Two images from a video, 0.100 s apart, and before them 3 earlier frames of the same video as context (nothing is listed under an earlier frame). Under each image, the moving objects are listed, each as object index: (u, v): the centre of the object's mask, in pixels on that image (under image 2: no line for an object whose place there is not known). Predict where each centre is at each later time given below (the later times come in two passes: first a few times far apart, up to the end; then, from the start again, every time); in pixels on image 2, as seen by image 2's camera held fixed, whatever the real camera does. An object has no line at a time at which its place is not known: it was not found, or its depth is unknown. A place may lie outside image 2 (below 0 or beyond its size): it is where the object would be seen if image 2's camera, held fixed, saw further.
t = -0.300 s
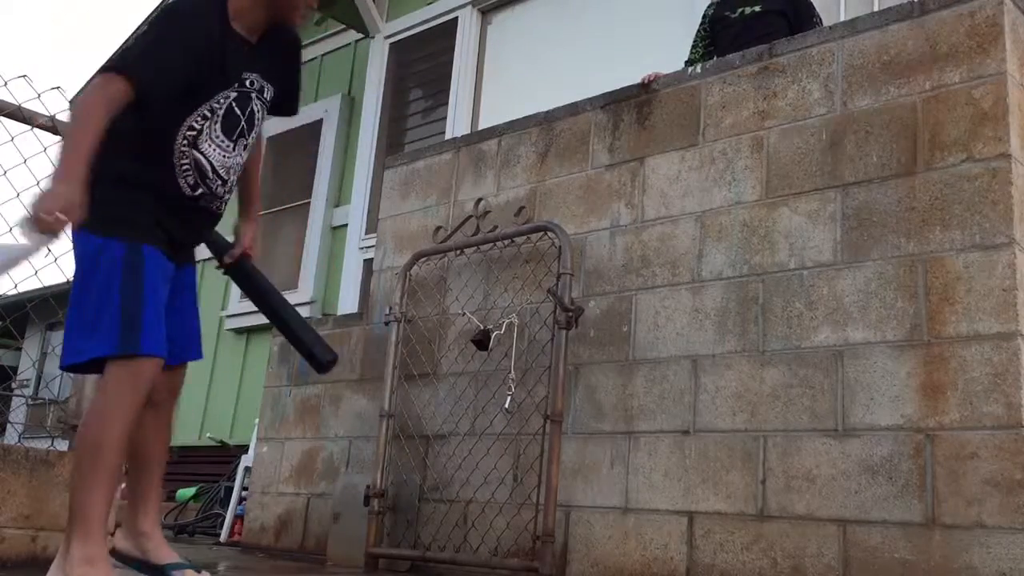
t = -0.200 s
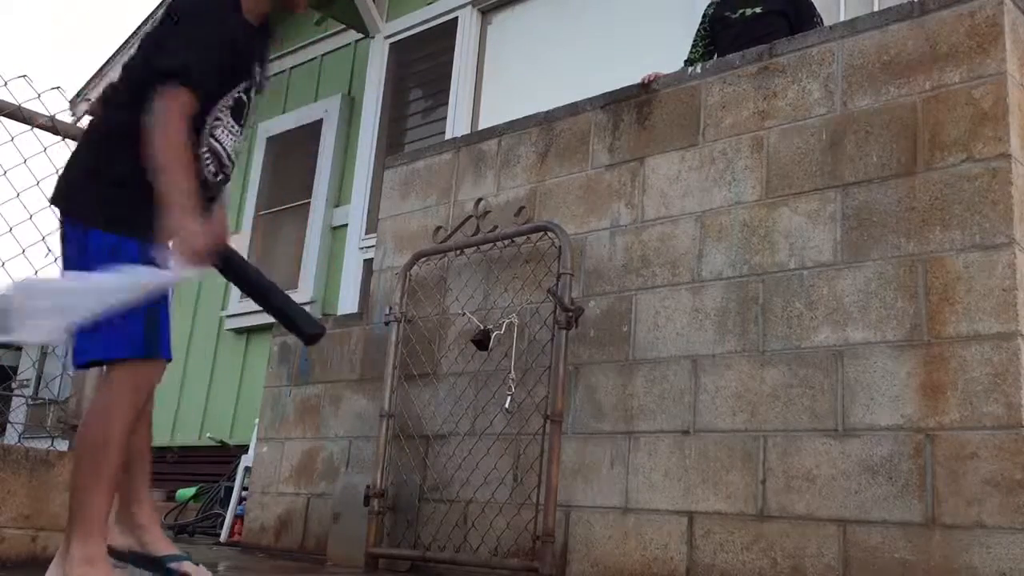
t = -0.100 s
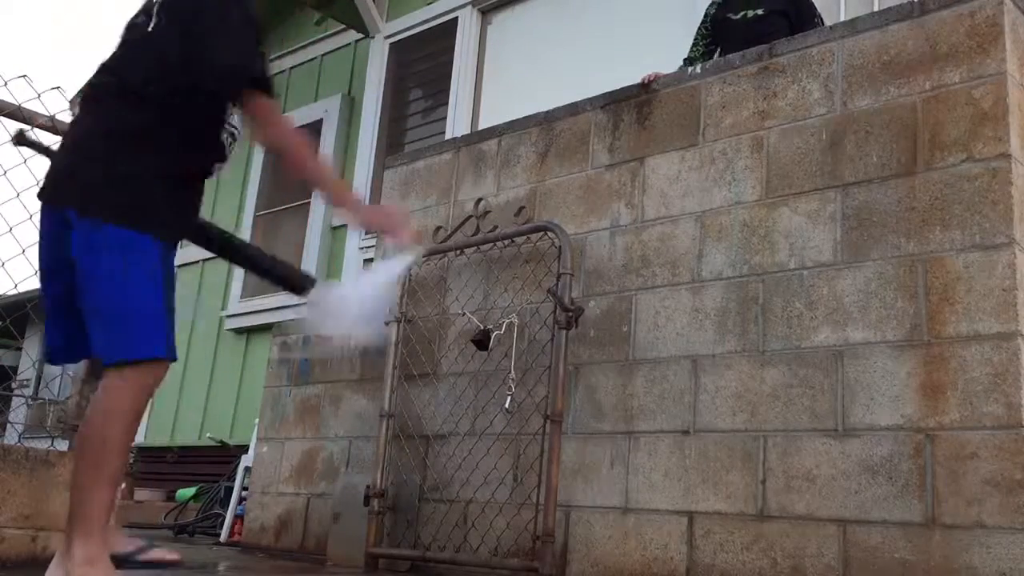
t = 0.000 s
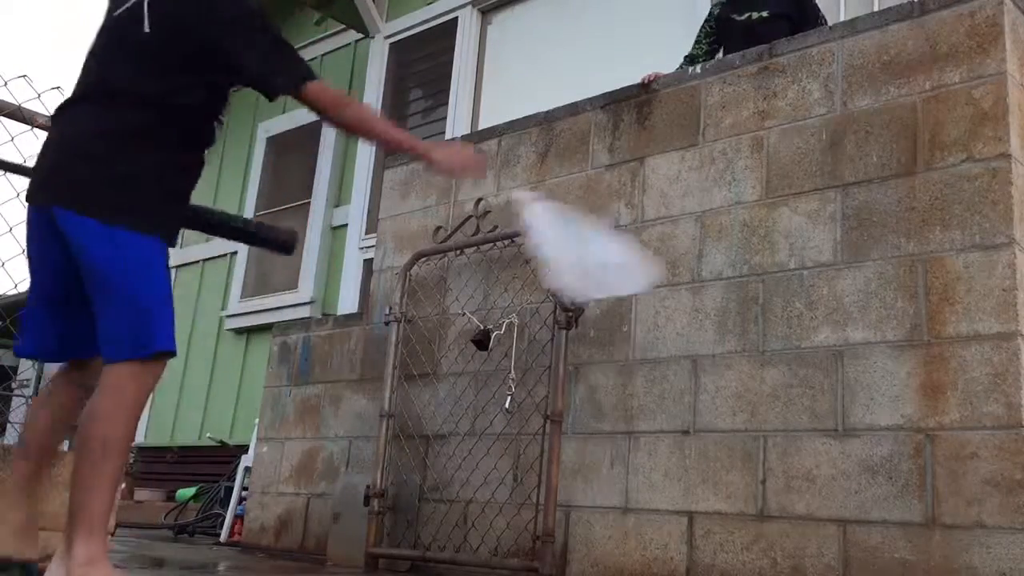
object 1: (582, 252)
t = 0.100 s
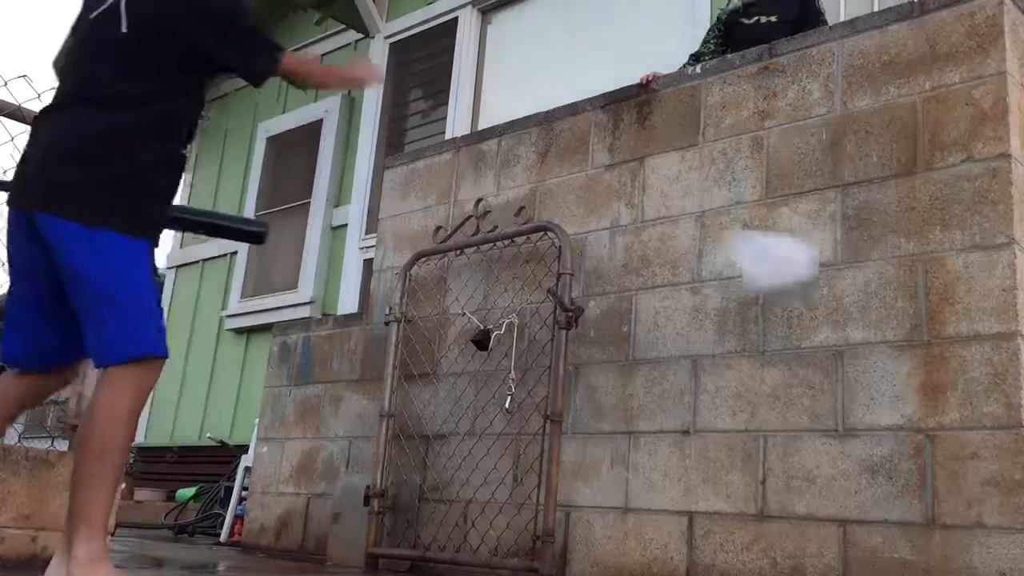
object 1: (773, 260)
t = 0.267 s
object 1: (858, 295)
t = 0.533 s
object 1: (874, 470)
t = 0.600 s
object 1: (878, 547)
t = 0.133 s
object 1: (821, 274)
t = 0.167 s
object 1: (853, 285)
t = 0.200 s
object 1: (855, 288)
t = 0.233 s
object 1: (857, 291)
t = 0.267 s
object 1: (858, 295)
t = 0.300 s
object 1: (859, 301)
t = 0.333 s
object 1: (860, 311)
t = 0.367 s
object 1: (863, 324)
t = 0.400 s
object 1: (866, 341)
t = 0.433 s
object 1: (867, 363)
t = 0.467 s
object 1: (870, 393)
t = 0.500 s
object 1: (872, 429)
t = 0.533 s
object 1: (874, 470)
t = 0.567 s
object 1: (877, 514)
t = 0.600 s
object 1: (878, 547)
